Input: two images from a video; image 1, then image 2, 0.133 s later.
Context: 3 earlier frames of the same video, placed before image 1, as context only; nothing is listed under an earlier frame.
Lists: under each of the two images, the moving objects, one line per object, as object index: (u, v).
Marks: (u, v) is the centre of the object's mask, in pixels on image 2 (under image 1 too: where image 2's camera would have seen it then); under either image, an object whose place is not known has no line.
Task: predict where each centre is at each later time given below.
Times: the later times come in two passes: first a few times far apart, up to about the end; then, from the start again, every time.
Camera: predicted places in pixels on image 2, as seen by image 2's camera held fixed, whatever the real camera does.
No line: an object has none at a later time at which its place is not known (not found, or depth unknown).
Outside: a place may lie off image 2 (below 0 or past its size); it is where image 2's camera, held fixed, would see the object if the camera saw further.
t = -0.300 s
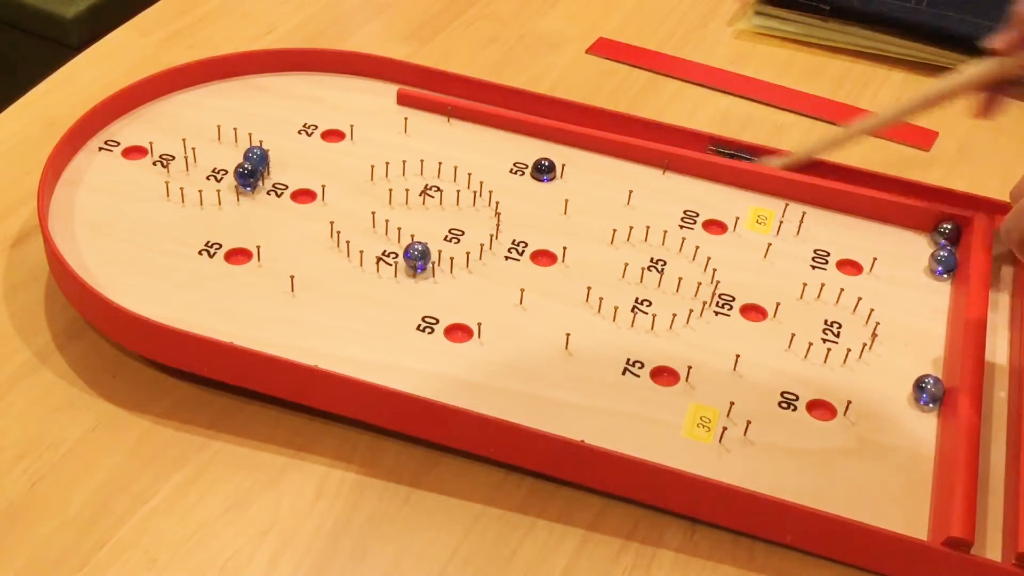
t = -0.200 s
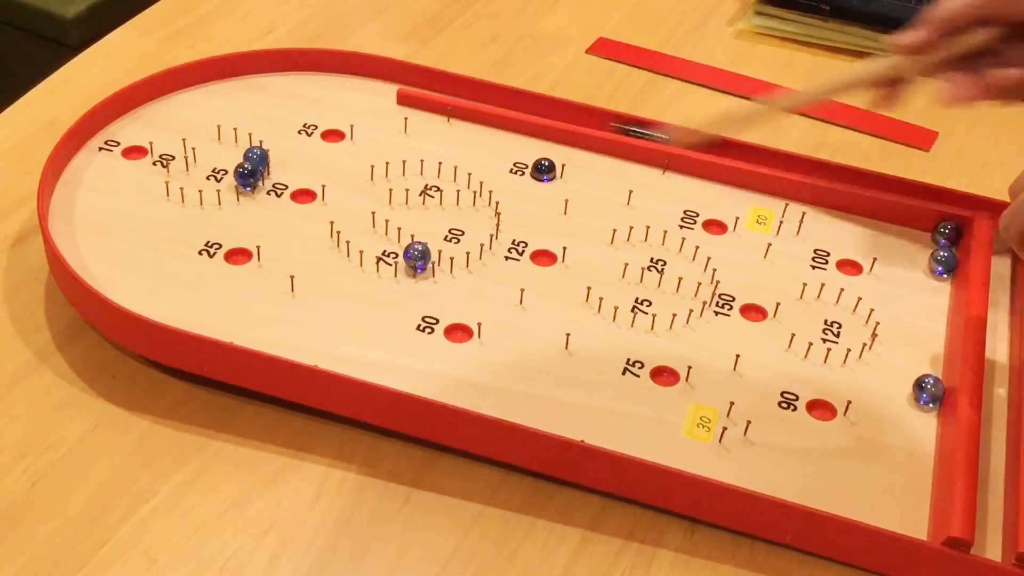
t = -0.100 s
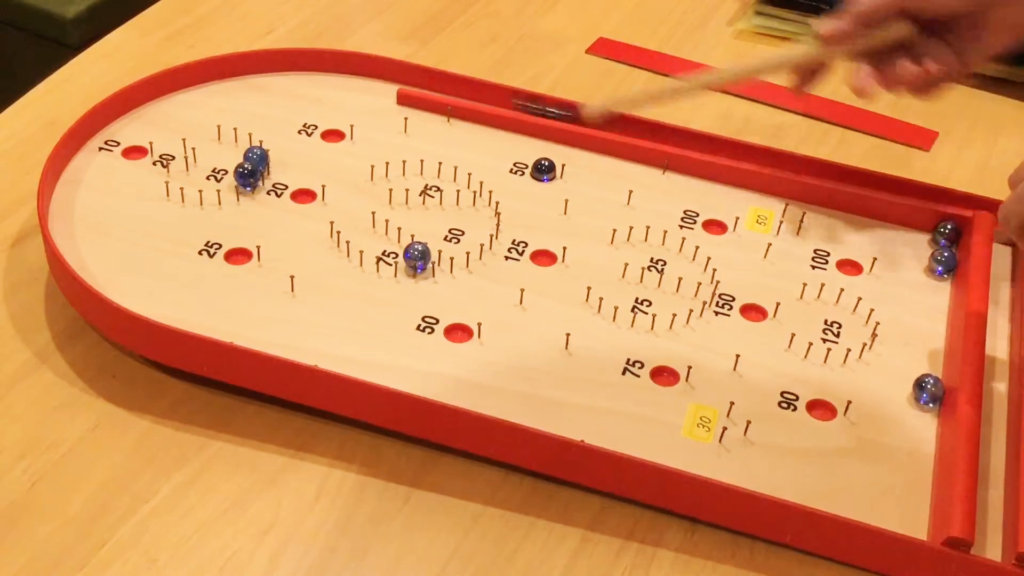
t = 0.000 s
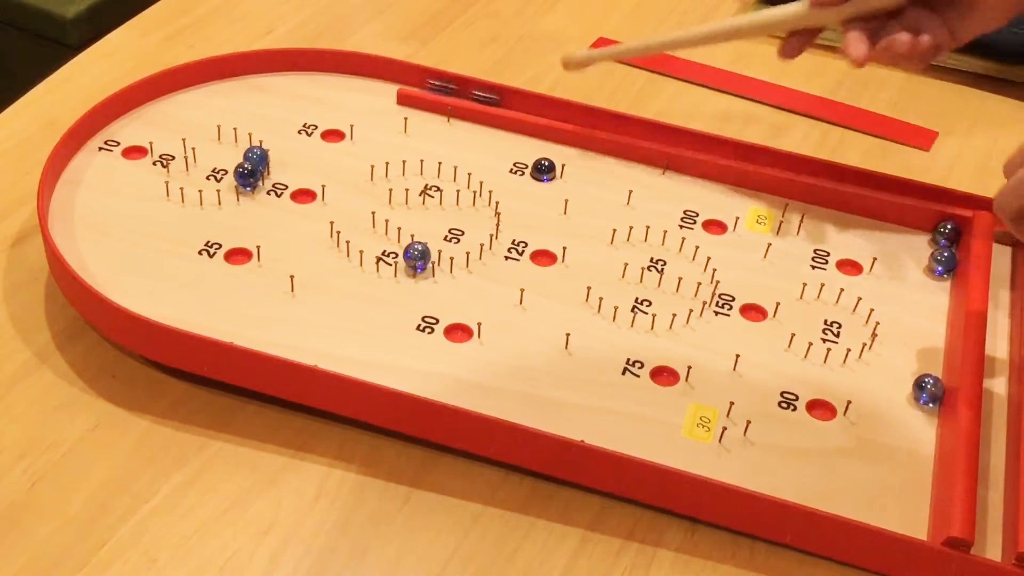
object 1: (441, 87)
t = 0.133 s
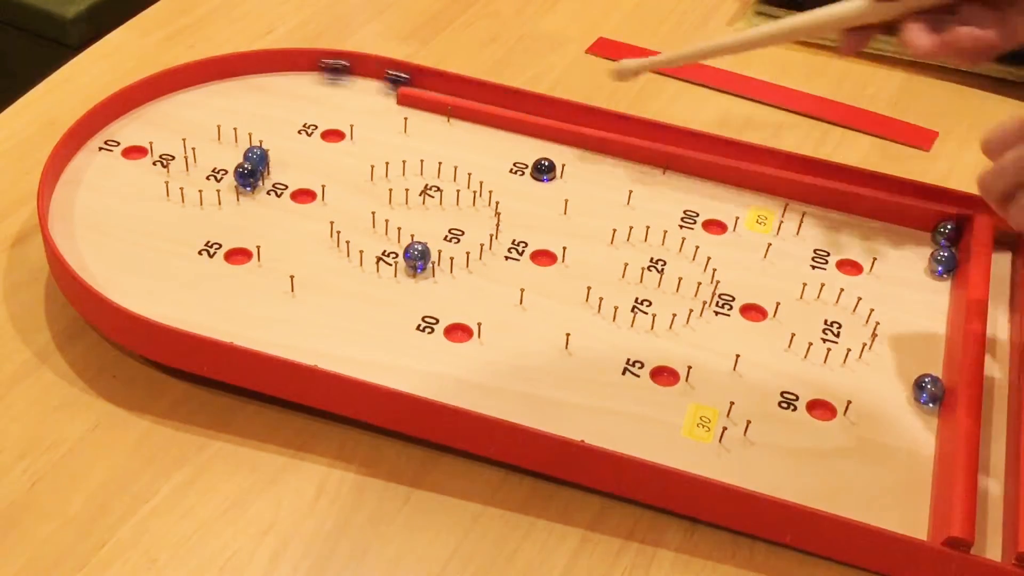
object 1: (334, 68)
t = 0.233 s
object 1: (260, 68)
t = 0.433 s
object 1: (143, 101)
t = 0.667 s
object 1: (70, 170)
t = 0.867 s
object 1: (68, 241)
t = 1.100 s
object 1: (156, 311)
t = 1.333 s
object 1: (217, 287)
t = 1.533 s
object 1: (252, 235)
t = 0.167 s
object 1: (308, 67)
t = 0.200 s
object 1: (283, 66)
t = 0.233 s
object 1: (260, 68)
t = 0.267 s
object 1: (237, 71)
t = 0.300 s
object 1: (216, 76)
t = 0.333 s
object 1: (196, 80)
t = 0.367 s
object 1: (178, 86)
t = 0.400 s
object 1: (160, 93)
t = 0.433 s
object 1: (143, 101)
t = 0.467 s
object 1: (129, 108)
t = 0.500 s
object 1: (116, 118)
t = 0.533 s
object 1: (103, 126)
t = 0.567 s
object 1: (92, 137)
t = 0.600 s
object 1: (83, 148)
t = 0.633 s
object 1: (75, 158)
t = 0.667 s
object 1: (70, 170)
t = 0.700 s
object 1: (66, 181)
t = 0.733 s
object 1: (62, 194)
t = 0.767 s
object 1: (61, 205)
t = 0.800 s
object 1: (62, 218)
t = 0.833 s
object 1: (64, 230)
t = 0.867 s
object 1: (68, 241)
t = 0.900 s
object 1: (75, 252)
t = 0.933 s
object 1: (84, 263)
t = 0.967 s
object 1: (94, 274)
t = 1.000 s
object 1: (105, 283)
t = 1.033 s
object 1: (120, 293)
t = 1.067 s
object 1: (137, 303)
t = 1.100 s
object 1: (156, 311)
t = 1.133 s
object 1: (176, 319)
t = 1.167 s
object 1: (199, 325)
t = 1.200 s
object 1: (217, 330)
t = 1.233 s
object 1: (215, 322)
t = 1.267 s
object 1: (214, 310)
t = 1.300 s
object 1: (215, 298)
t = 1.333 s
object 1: (217, 287)
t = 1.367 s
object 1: (219, 276)
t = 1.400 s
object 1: (221, 267)
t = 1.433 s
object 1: (225, 256)
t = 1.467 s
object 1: (231, 247)
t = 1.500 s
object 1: (242, 238)
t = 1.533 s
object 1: (252, 235)
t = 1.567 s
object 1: (264, 230)
